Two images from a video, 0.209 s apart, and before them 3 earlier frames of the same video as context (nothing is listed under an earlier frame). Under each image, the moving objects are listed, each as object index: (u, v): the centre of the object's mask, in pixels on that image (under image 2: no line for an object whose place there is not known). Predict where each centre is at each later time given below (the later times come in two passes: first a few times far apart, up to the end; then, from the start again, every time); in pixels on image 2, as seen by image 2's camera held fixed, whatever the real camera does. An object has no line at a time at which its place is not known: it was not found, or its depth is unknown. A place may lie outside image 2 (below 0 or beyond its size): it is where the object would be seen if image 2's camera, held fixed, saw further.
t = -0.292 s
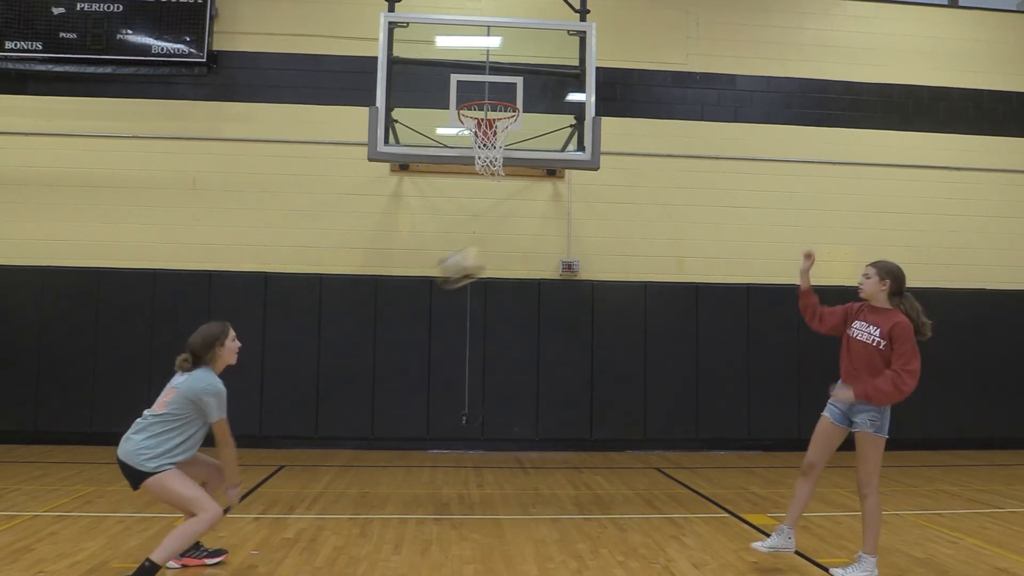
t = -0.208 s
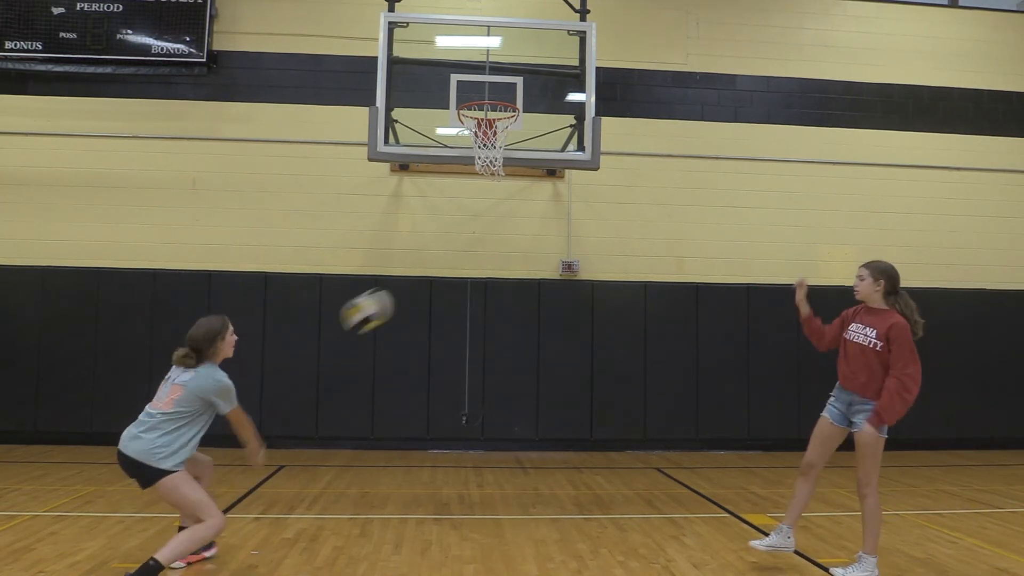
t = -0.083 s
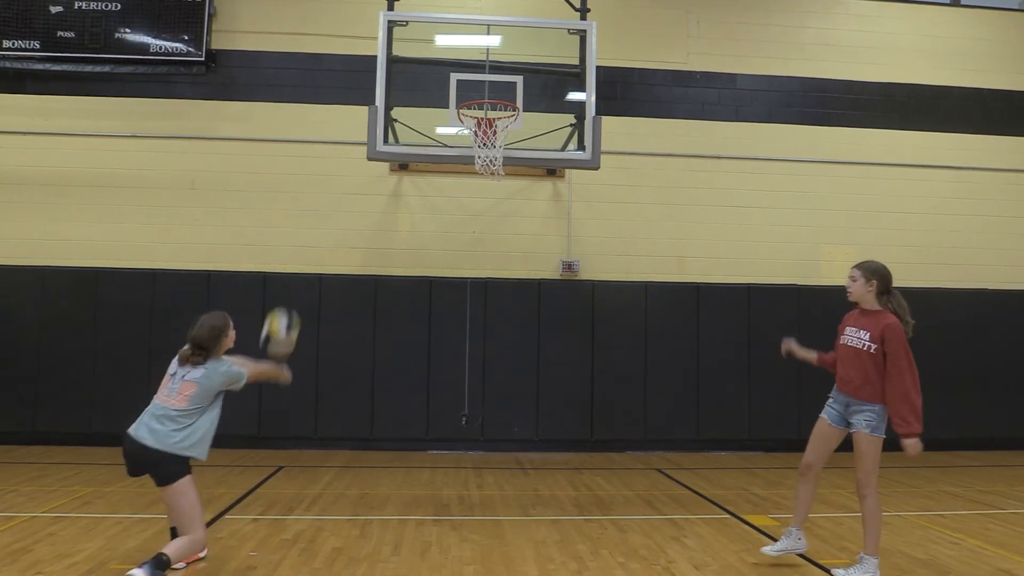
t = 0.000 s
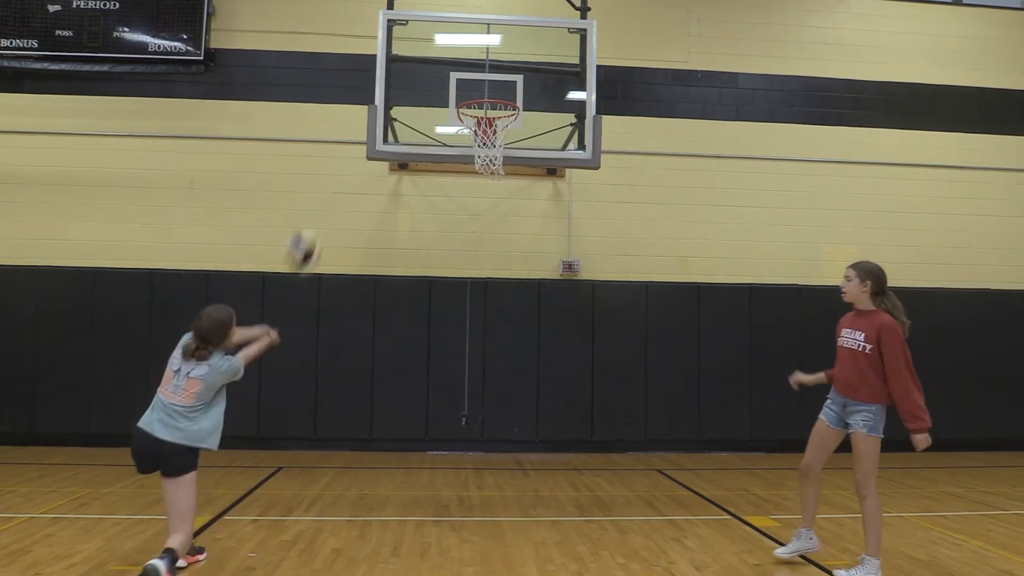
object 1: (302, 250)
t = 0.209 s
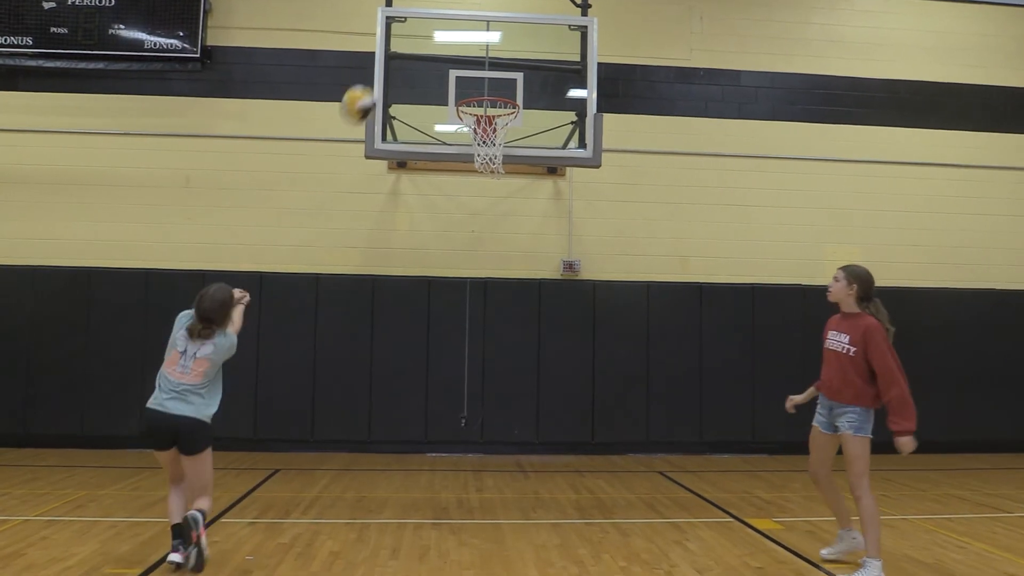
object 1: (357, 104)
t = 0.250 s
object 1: (370, 85)
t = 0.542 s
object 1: (444, 22)
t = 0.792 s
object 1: (501, 71)
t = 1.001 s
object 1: (547, 182)
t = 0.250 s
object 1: (370, 85)
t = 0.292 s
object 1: (381, 68)
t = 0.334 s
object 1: (392, 55)
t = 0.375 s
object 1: (402, 43)
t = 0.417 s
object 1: (414, 33)
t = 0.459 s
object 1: (424, 27)
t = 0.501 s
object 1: (434, 23)
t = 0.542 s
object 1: (444, 22)
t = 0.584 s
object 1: (453, 23)
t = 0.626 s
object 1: (463, 28)
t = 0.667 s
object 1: (473, 34)
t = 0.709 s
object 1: (483, 44)
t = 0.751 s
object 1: (493, 57)
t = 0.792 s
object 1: (501, 71)
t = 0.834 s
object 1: (511, 88)
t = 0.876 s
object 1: (520, 107)
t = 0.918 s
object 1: (528, 130)
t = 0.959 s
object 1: (539, 158)
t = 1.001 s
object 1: (547, 182)
